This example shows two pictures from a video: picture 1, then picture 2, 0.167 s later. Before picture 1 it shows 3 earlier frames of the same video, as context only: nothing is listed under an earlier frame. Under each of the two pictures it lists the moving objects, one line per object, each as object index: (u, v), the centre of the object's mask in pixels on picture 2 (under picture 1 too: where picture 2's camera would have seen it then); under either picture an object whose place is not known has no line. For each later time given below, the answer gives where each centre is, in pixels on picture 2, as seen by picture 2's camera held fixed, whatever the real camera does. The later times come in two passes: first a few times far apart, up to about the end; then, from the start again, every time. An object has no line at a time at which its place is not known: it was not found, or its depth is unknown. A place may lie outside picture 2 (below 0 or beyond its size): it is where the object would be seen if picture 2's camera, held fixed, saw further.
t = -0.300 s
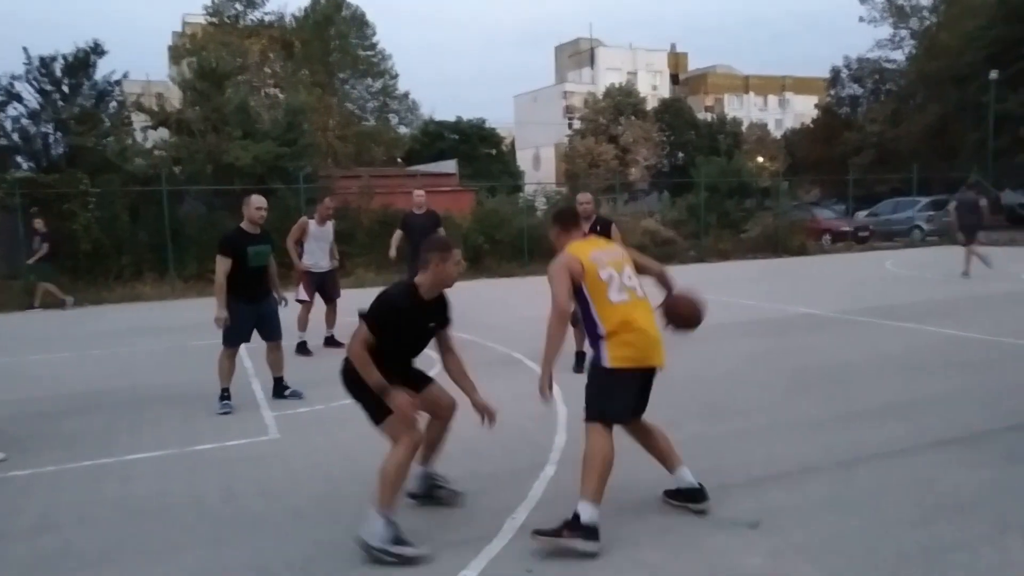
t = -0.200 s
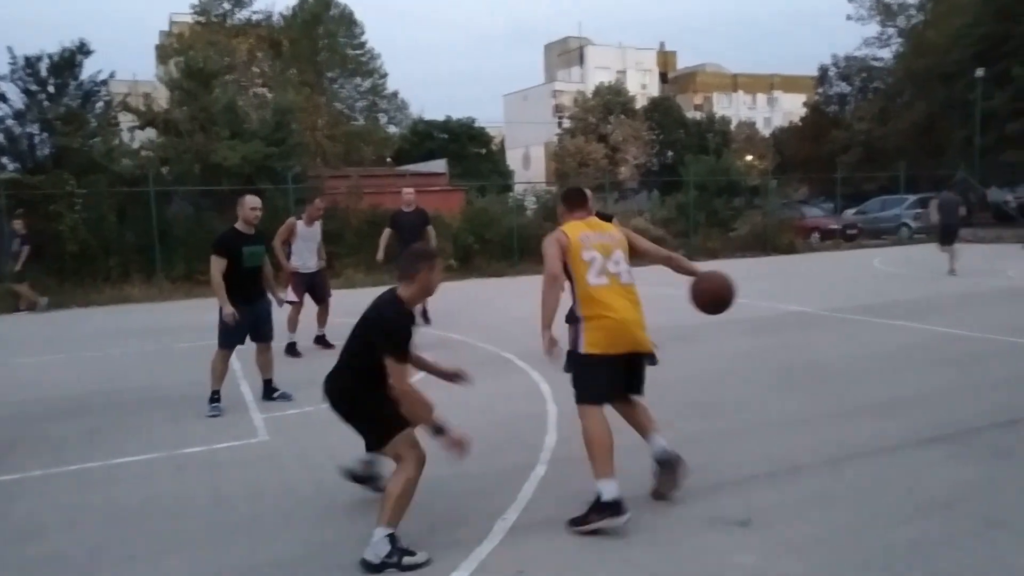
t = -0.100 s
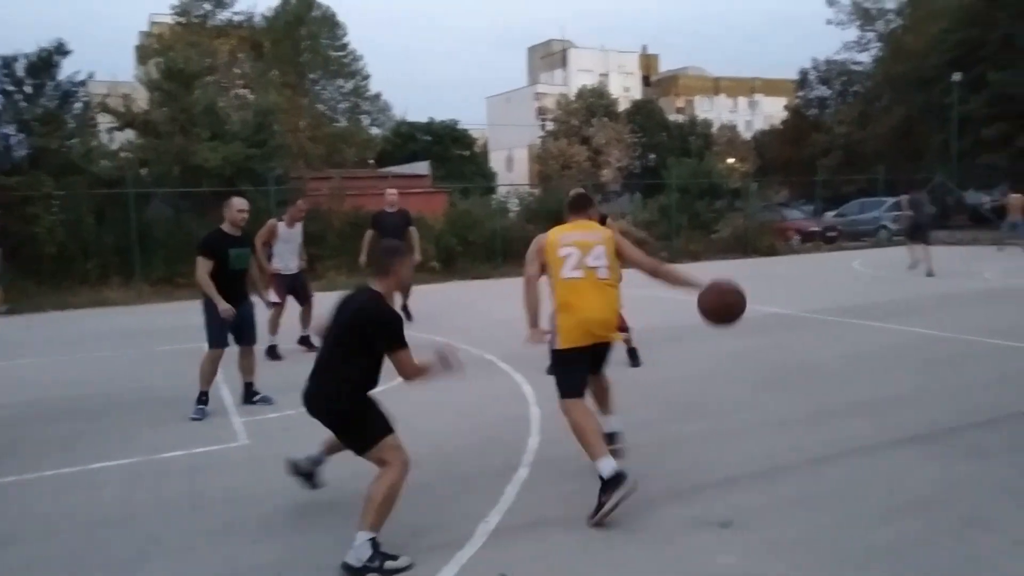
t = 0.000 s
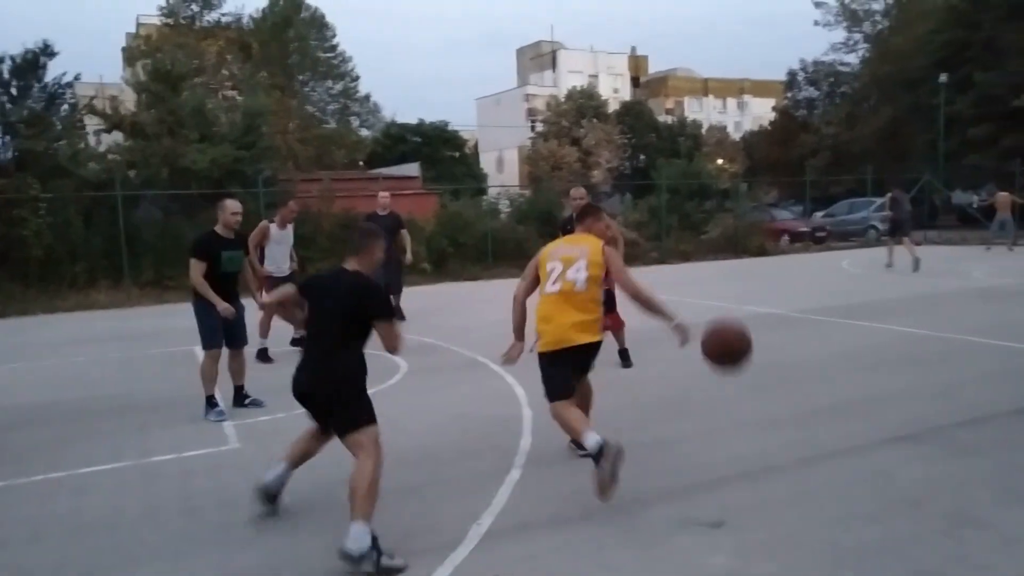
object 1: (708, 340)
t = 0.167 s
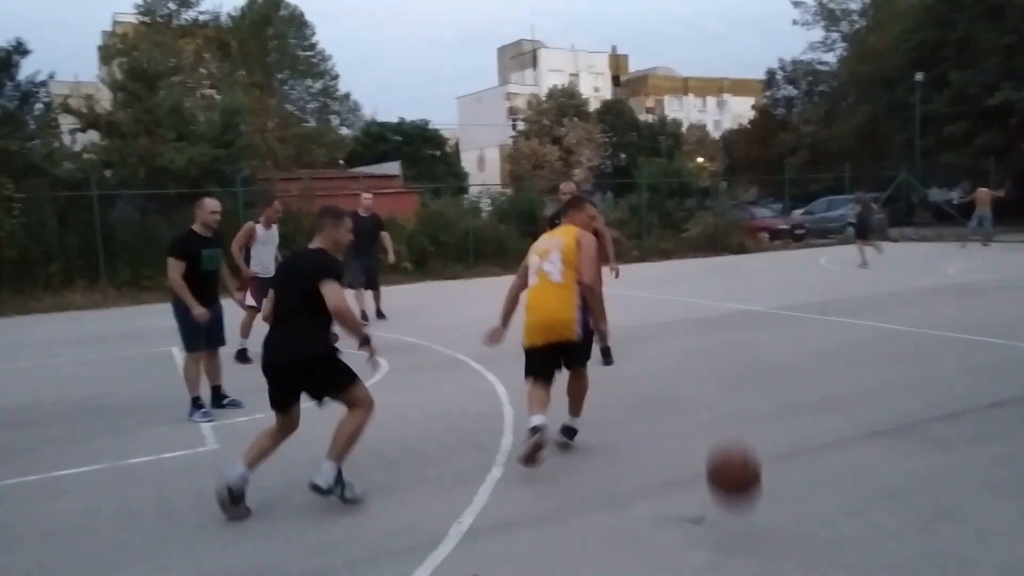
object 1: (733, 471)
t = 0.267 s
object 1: (743, 499)
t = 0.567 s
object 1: (753, 405)
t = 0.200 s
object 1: (739, 508)
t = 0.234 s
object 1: (743, 519)
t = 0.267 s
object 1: (743, 499)
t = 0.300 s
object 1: (743, 478)
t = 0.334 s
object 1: (745, 462)
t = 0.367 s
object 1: (746, 447)
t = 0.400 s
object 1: (747, 435)
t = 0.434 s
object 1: (747, 424)
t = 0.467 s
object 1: (748, 416)
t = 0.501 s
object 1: (750, 410)
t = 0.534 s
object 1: (752, 406)
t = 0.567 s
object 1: (753, 405)
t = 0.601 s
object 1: (754, 407)
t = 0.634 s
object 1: (753, 410)
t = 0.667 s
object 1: (756, 418)
